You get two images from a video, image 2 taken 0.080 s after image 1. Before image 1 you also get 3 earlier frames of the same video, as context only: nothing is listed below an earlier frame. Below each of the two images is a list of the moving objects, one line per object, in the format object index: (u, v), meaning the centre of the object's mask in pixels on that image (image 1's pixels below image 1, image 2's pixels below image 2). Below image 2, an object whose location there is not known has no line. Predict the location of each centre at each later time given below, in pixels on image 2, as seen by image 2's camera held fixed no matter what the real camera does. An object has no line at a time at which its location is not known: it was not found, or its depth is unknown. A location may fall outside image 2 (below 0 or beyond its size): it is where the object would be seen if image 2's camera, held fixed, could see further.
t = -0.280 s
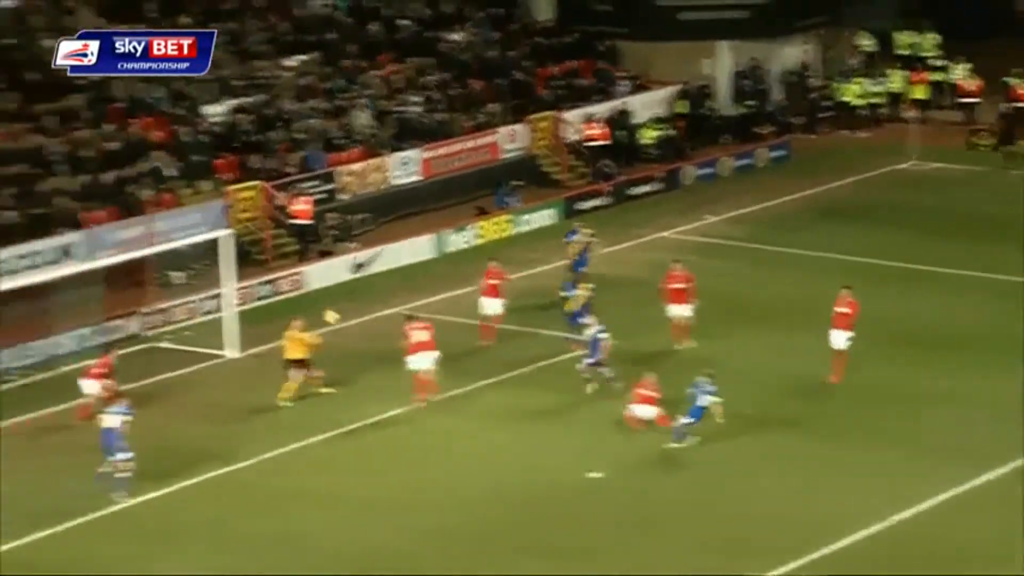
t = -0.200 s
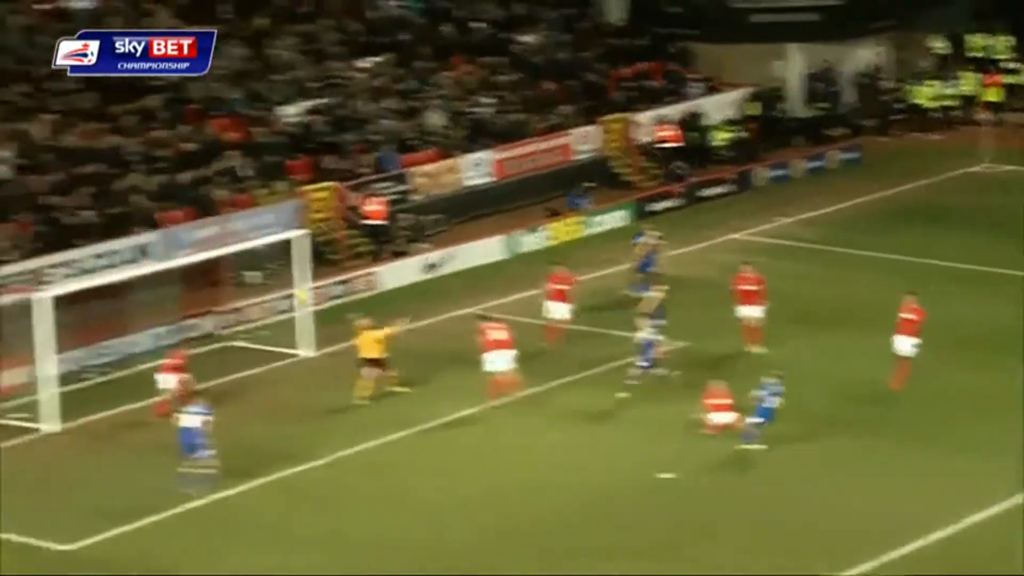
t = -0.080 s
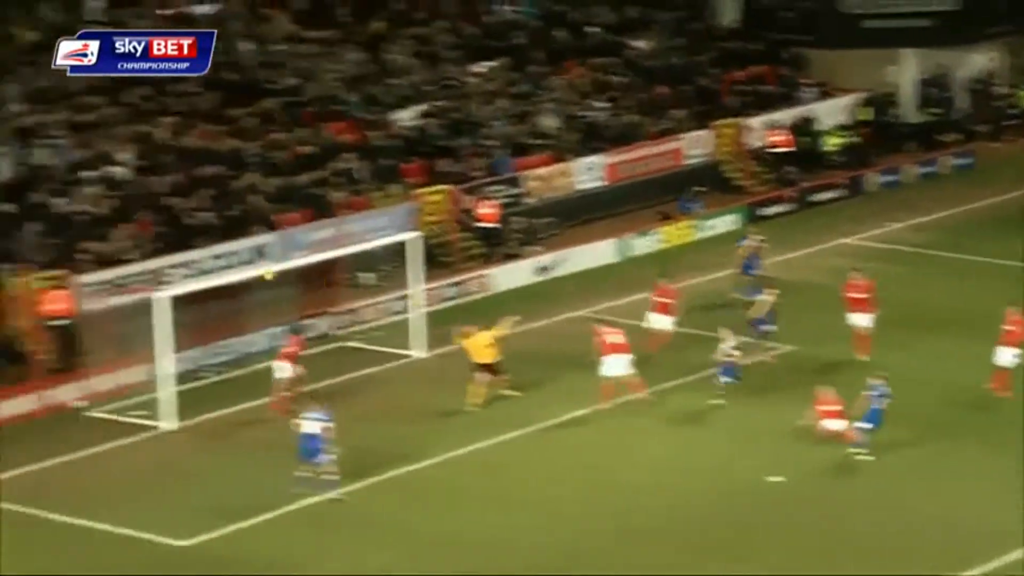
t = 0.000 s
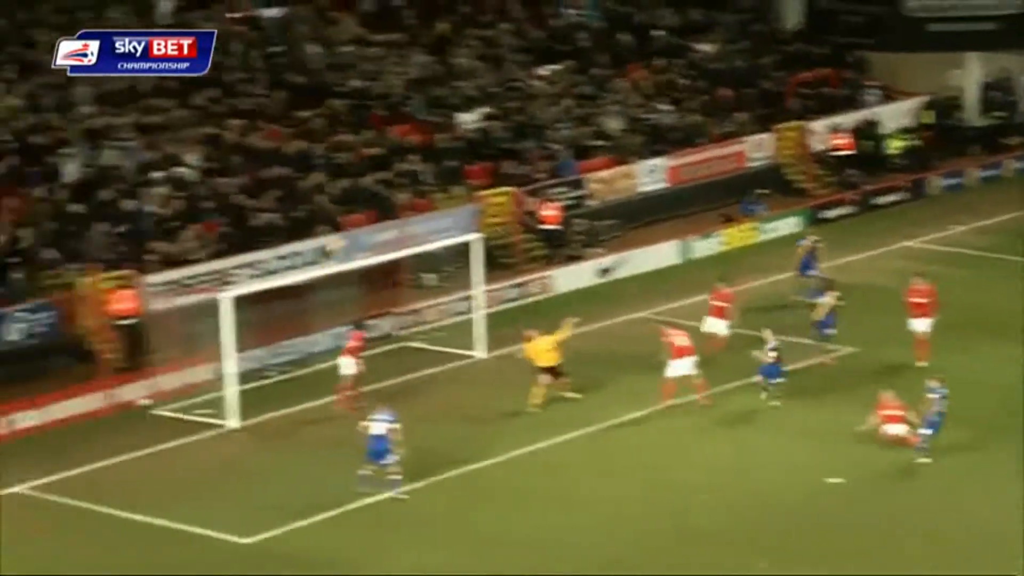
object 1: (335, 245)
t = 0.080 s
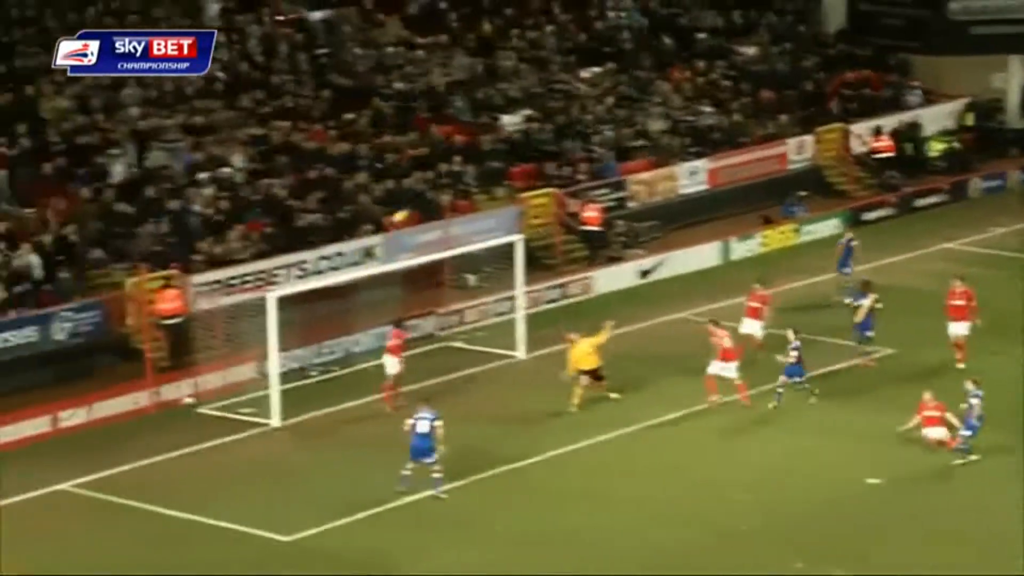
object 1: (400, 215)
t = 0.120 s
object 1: (410, 202)
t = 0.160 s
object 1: (419, 189)
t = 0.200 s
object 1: (429, 176)
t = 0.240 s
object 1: (437, 165)
